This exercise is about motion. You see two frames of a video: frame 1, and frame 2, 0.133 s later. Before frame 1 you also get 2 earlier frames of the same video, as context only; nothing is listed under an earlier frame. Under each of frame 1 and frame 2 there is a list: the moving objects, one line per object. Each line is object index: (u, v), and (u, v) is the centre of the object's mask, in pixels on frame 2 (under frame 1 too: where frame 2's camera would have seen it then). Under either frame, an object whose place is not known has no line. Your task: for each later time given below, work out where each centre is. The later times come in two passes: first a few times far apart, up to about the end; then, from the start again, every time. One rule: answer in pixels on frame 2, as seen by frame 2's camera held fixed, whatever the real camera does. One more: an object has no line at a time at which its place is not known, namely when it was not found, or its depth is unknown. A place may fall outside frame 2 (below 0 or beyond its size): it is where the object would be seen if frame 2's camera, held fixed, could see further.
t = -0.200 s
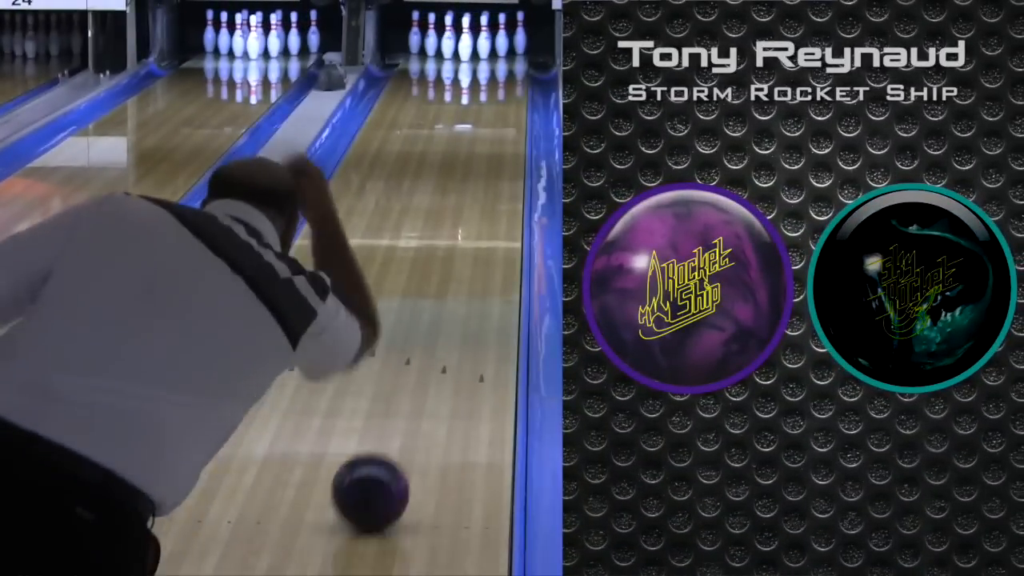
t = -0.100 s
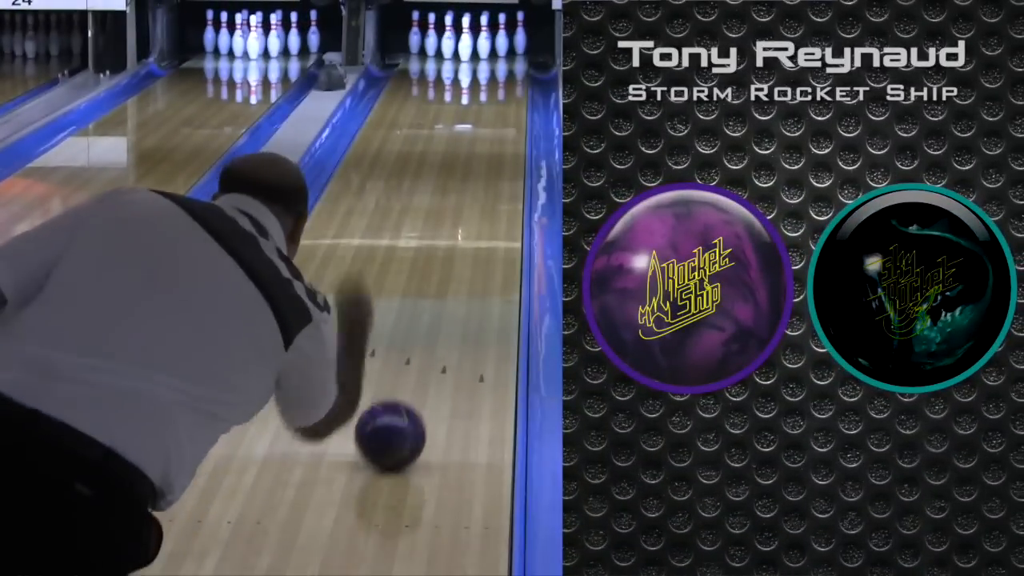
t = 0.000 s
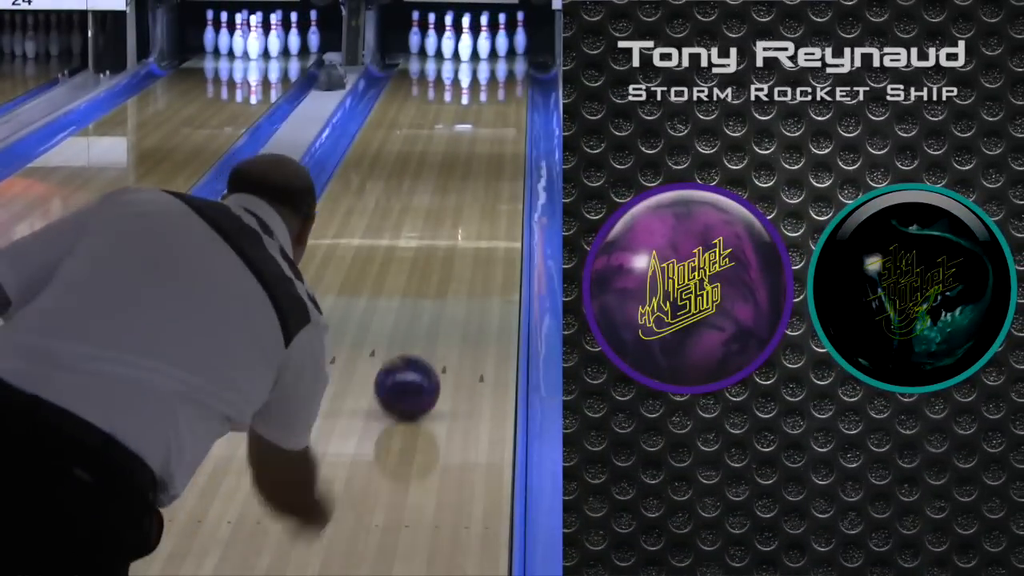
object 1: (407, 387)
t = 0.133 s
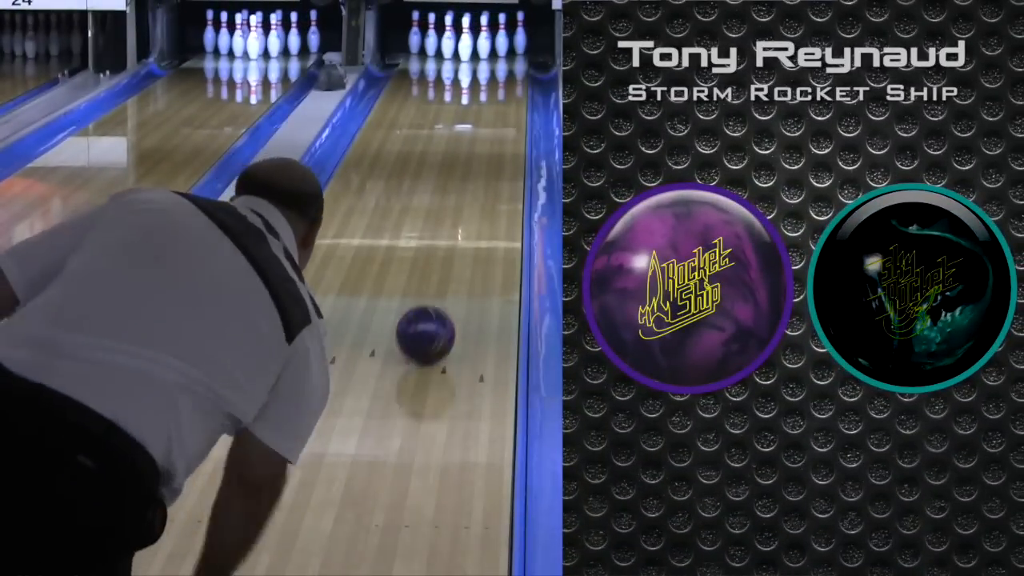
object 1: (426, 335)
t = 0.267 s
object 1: (440, 291)
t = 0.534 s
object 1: (463, 223)
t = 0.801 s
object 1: (478, 172)
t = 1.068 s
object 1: (489, 133)
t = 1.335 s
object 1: (496, 102)
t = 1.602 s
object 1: (495, 79)
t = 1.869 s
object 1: (486, 61)
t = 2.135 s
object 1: (471, 49)
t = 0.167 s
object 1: (430, 323)
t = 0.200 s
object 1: (433, 312)
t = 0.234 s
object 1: (437, 301)
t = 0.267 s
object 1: (440, 291)
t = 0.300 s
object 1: (444, 281)
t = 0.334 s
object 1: (447, 271)
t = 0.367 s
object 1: (450, 263)
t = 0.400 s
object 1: (453, 254)
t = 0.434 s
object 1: (455, 246)
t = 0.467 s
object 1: (458, 238)
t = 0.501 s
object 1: (460, 230)
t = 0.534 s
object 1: (463, 223)
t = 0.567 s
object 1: (465, 216)
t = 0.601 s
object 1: (467, 209)
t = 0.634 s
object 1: (469, 203)
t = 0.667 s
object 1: (471, 196)
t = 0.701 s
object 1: (473, 190)
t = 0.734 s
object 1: (475, 184)
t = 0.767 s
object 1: (476, 178)
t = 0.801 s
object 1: (478, 172)
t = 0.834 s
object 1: (480, 167)
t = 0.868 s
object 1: (481, 161)
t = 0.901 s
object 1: (483, 156)
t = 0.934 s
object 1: (484, 152)
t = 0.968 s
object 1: (485, 146)
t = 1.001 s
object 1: (487, 142)
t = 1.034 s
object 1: (488, 137)
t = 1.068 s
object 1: (489, 133)
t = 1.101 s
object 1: (490, 129)
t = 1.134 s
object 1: (491, 125)
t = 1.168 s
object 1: (492, 121)
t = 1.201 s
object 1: (493, 117)
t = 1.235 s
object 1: (494, 113)
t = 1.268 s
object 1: (495, 109)
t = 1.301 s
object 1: (495, 106)
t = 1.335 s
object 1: (496, 102)
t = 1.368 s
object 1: (496, 99)
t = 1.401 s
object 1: (496, 96)
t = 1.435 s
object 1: (496, 92)
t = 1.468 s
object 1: (496, 90)
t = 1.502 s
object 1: (496, 87)
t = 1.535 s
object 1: (496, 85)
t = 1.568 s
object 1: (495, 82)
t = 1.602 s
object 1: (495, 79)
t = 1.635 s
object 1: (494, 77)
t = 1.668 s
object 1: (493, 75)
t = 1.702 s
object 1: (492, 72)
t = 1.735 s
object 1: (492, 70)
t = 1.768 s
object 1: (490, 68)
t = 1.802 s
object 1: (488, 65)
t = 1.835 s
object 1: (487, 63)
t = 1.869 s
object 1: (486, 61)
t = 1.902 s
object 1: (484, 59)
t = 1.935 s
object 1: (482, 57)
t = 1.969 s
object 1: (480, 56)
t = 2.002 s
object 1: (477, 54)
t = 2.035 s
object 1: (476, 52)
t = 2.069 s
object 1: (473, 51)
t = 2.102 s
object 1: (472, 49)
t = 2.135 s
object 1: (471, 49)
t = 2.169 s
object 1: (471, 47)
